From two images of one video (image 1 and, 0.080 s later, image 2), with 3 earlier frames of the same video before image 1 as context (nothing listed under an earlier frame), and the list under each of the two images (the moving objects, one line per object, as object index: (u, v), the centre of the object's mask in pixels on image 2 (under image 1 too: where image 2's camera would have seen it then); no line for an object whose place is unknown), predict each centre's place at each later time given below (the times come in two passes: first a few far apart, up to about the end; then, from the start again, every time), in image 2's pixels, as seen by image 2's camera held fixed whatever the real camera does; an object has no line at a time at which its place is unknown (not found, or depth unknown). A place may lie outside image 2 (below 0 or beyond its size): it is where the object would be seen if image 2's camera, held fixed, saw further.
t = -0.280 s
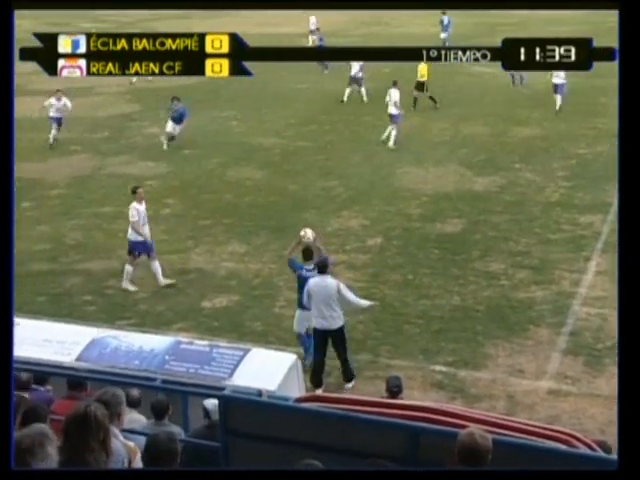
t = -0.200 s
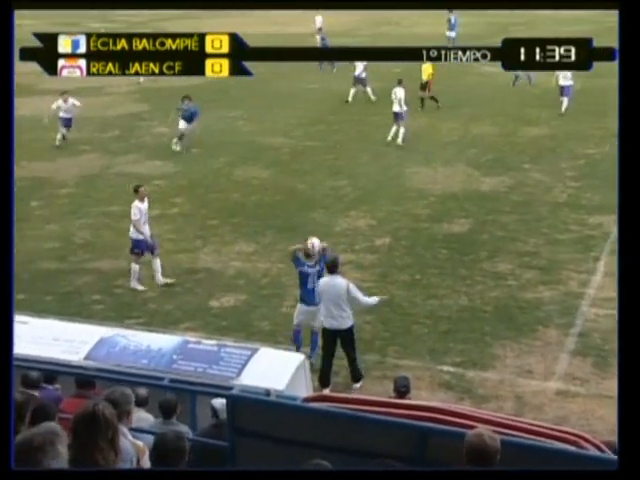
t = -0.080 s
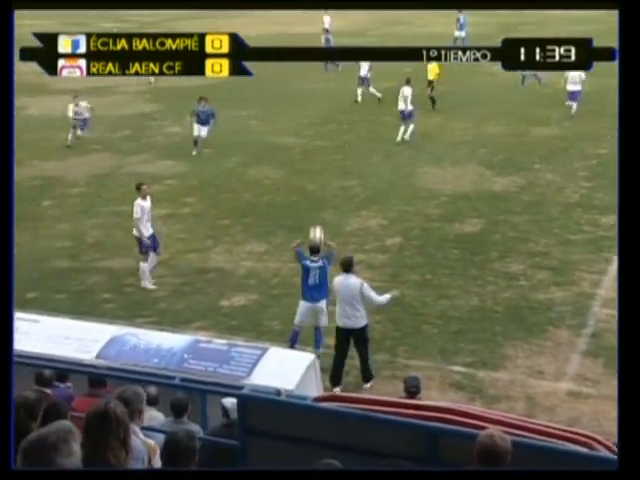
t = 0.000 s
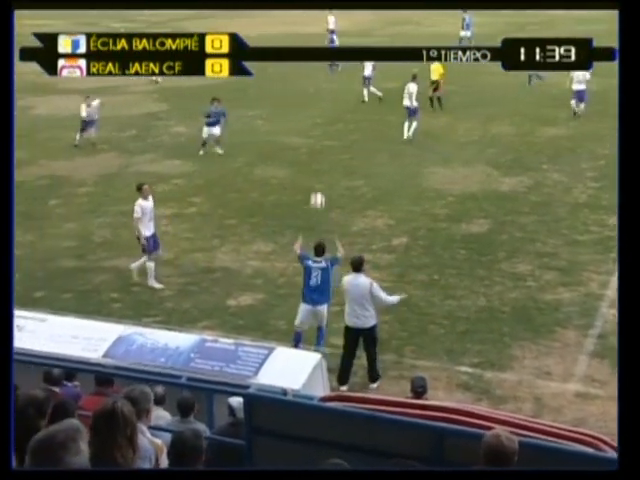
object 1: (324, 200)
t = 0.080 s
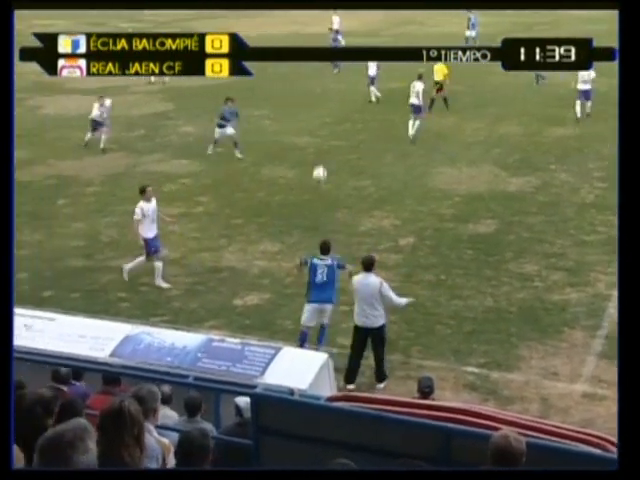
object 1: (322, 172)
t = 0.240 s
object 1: (310, 138)
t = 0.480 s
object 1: (296, 121)
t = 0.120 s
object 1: (320, 162)
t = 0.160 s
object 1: (317, 152)
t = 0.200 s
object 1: (313, 144)
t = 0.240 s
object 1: (310, 138)
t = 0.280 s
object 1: (307, 132)
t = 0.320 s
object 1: (305, 128)
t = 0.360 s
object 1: (303, 125)
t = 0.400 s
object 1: (300, 123)
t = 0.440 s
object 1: (298, 122)
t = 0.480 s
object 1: (296, 121)
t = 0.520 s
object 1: (294, 122)
